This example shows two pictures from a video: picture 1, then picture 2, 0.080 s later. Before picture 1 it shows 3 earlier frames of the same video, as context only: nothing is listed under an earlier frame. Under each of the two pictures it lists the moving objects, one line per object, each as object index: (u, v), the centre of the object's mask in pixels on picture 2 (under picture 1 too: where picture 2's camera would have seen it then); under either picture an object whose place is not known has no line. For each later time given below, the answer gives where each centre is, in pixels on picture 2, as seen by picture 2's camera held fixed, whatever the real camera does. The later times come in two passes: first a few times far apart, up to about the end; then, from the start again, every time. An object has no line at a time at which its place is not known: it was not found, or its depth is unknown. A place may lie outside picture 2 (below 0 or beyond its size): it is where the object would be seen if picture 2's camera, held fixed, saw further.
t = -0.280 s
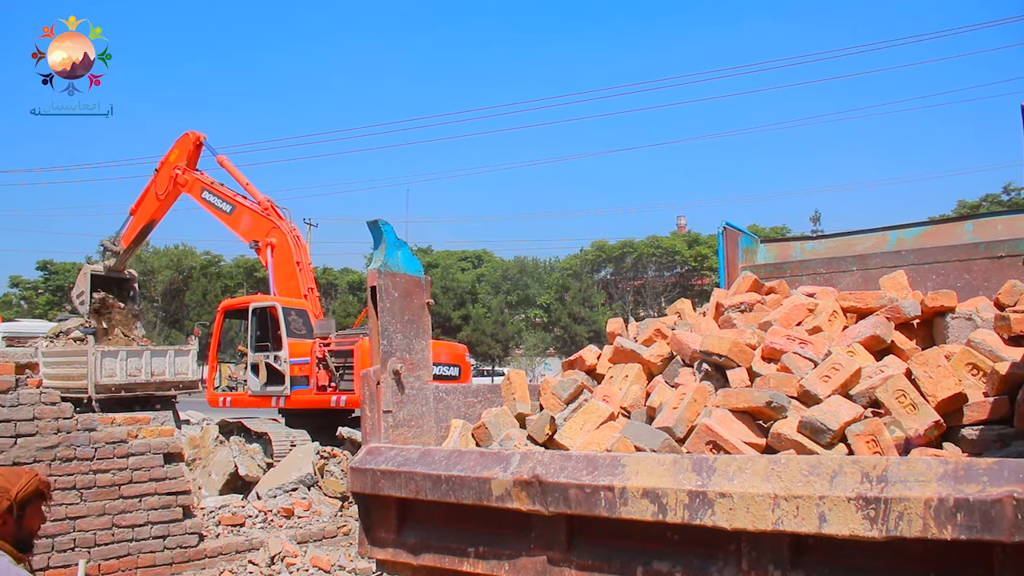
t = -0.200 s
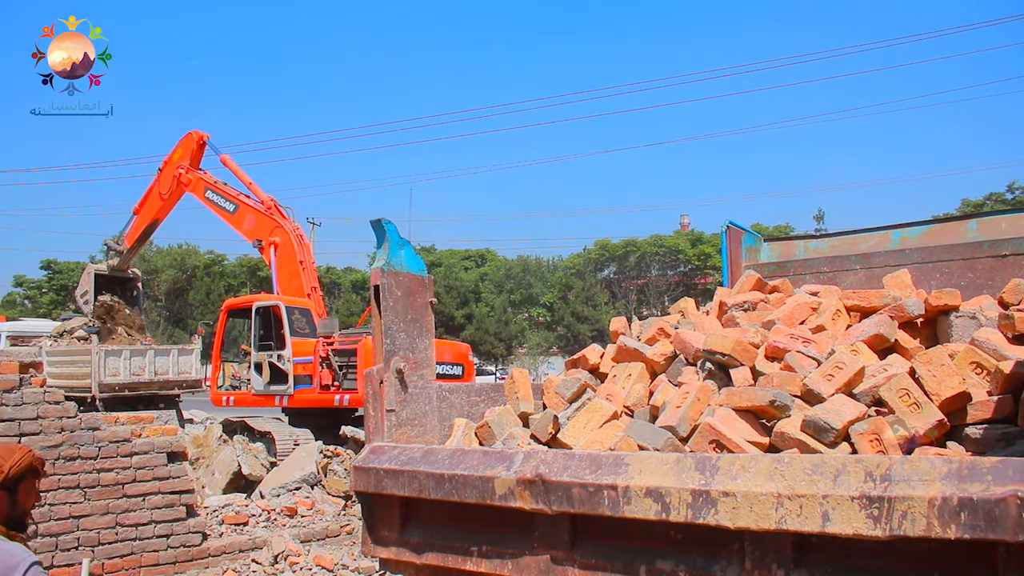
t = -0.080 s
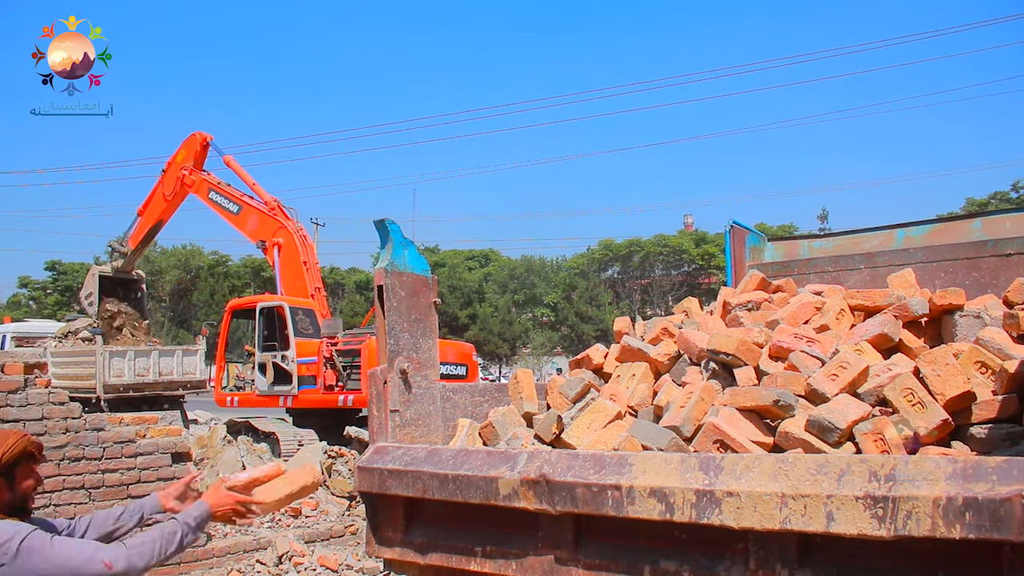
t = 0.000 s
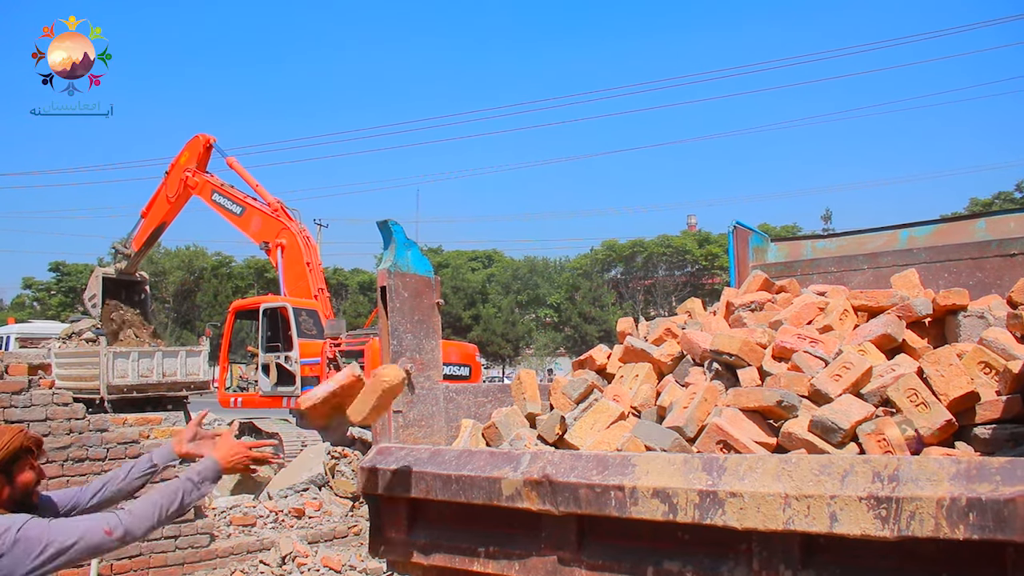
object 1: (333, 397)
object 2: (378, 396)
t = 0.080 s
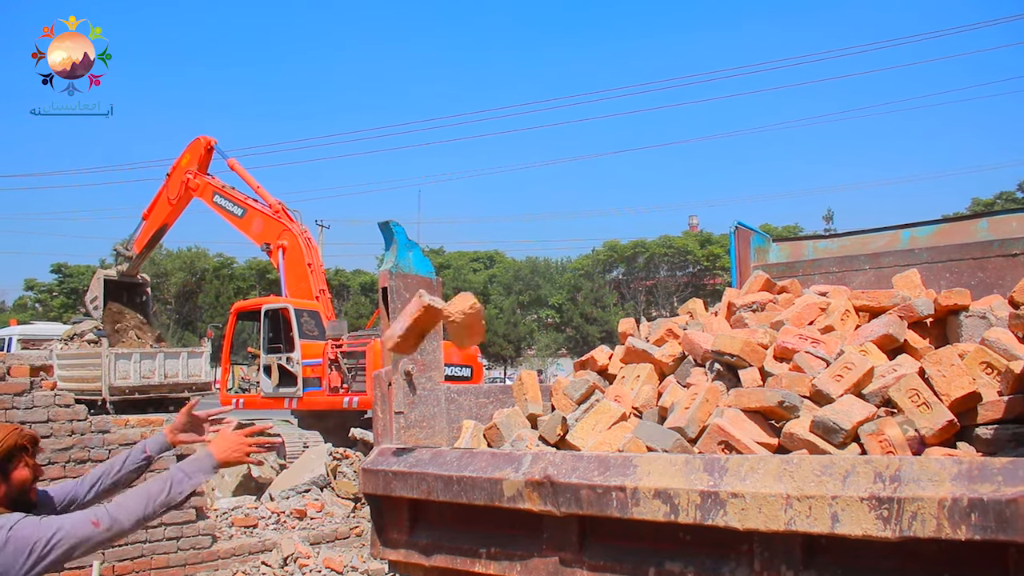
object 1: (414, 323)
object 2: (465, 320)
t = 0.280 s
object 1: (600, 230)
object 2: (667, 227)
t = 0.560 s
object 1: (835, 288)
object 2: (923, 281)
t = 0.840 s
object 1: (871, 287)
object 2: (973, 268)
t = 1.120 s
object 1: (847, 318)
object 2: (999, 292)
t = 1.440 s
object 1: (844, 319)
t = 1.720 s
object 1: (844, 320)
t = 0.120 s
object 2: (505, 292)
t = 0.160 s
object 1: (490, 271)
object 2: (547, 269)
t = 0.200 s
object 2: (588, 250)
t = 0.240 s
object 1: (564, 238)
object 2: (628, 235)
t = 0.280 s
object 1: (600, 230)
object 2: (667, 227)
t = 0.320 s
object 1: (635, 225)
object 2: (707, 221)
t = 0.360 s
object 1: (670, 226)
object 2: (744, 220)
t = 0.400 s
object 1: (704, 230)
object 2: (780, 225)
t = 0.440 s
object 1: (737, 239)
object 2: (816, 234)
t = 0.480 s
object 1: (771, 252)
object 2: (852, 248)
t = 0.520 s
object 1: (803, 269)
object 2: (888, 264)
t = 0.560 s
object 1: (835, 288)
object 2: (923, 281)
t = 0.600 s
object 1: (859, 298)
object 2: (936, 280)
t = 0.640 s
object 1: (863, 292)
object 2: (942, 274)
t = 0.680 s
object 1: (866, 289)
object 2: (947, 271)
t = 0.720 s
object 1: (868, 287)
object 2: (953, 269)
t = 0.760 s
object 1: (870, 287)
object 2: (960, 266)
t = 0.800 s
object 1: (871, 287)
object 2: (966, 267)
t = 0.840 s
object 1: (871, 287)
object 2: (973, 268)
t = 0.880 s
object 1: (870, 288)
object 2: (982, 271)
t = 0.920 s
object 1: (868, 291)
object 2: (990, 279)
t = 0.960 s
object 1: (866, 297)
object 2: (994, 286)
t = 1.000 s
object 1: (866, 305)
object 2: (996, 292)
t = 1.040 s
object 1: (855, 316)
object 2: (999, 293)
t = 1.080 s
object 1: (848, 318)
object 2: (1000, 292)
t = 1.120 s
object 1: (847, 318)
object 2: (999, 292)
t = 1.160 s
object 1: (843, 319)
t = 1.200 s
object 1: (843, 319)
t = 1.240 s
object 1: (844, 320)
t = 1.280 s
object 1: (845, 320)
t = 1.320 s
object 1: (845, 320)
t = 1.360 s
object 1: (845, 320)
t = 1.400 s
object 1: (844, 320)
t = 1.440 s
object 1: (844, 319)
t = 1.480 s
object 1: (844, 320)
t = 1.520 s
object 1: (844, 320)
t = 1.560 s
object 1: (844, 320)
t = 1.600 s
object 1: (844, 320)
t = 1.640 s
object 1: (843, 319)
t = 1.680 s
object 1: (844, 320)
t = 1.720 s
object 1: (844, 320)
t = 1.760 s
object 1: (844, 320)
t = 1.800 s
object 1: (844, 321)
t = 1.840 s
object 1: (844, 320)
